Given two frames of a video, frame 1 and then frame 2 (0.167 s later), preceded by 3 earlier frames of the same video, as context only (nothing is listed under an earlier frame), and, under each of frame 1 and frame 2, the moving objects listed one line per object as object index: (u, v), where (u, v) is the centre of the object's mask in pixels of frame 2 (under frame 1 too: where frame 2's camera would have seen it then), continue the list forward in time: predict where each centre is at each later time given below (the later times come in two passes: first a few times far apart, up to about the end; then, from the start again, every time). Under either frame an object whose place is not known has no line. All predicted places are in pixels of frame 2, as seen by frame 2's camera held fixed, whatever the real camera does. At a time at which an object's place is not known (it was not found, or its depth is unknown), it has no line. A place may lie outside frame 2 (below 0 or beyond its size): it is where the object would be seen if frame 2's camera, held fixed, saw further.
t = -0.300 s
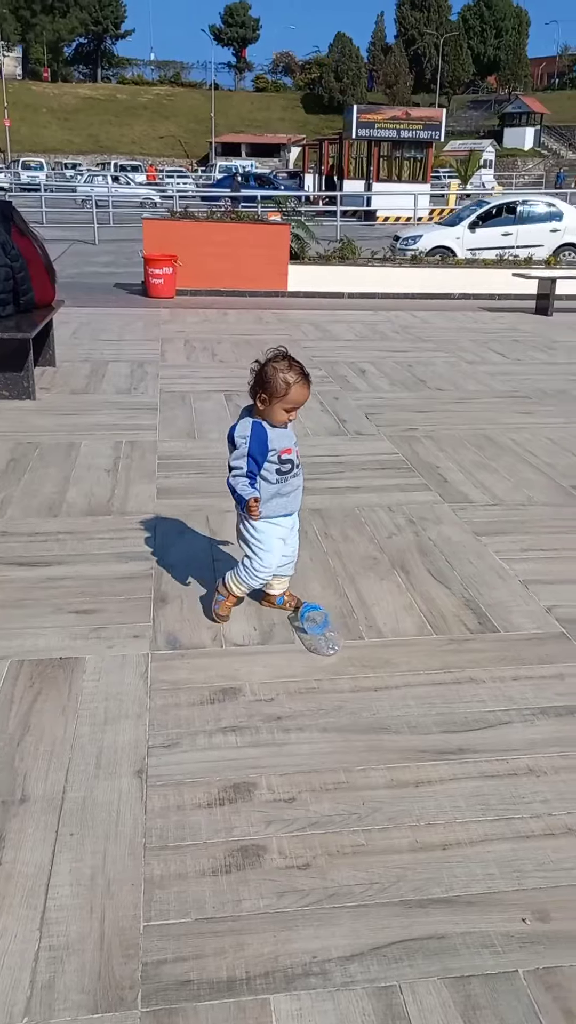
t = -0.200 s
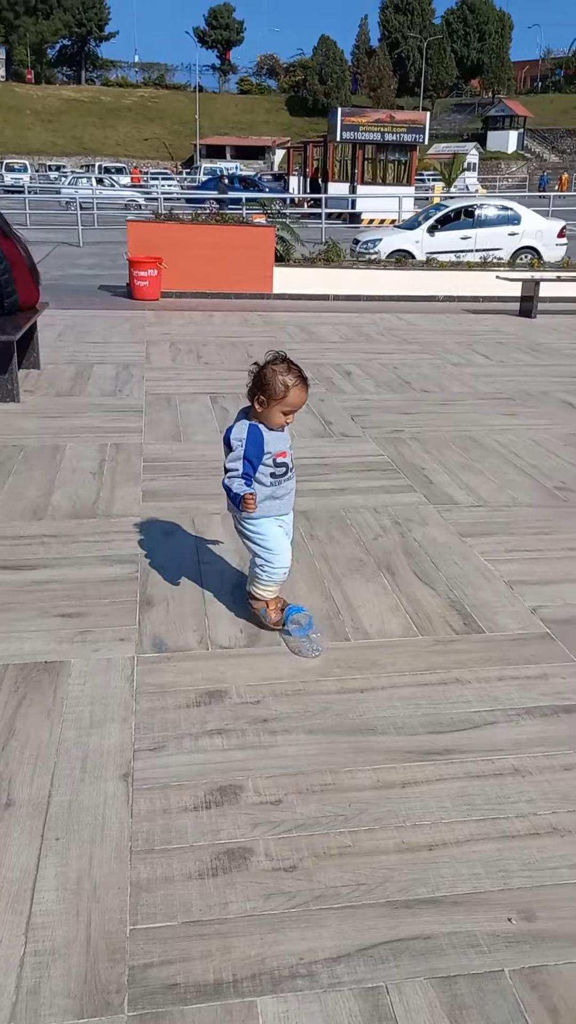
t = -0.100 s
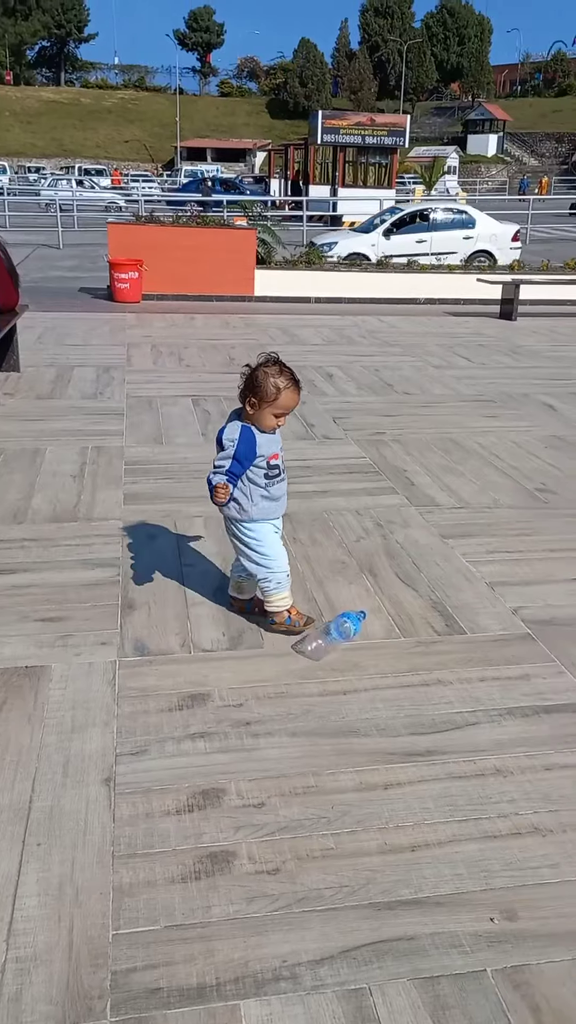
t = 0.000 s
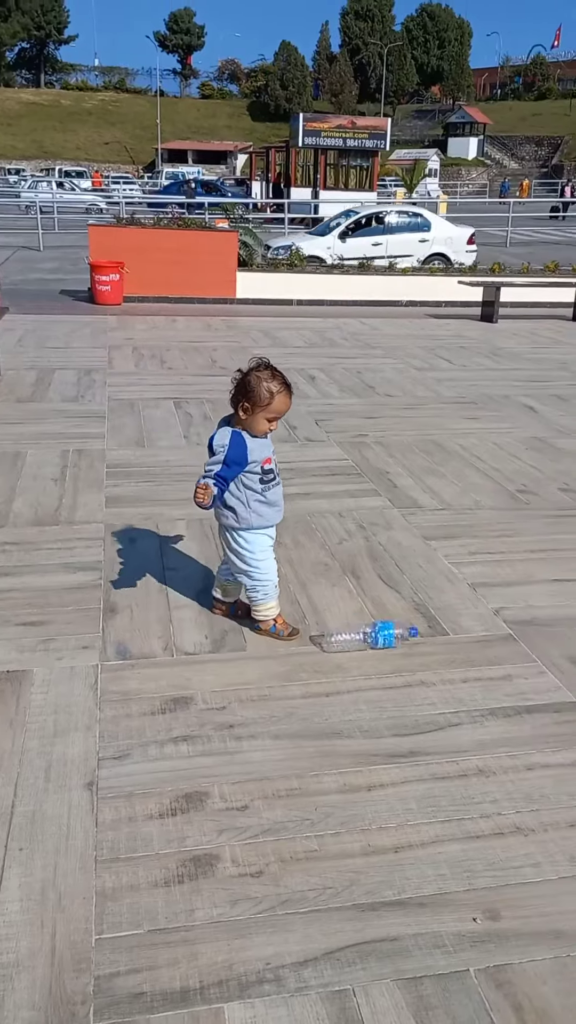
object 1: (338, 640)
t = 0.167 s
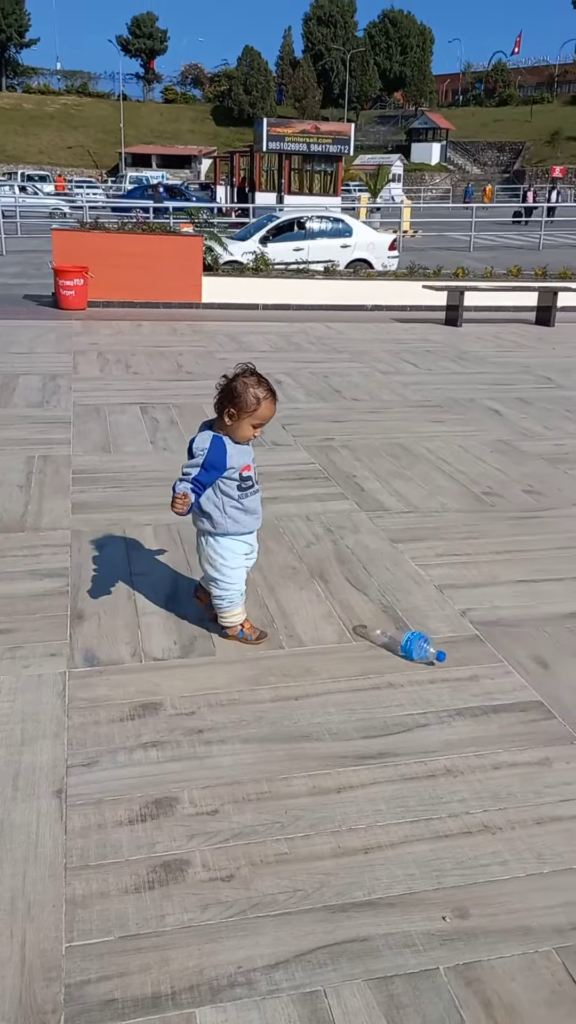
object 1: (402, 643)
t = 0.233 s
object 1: (421, 641)
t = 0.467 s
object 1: (478, 653)
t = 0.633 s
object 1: (501, 659)
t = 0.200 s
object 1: (411, 640)
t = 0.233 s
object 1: (421, 641)
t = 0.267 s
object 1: (431, 646)
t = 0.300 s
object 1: (439, 647)
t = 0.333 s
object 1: (446, 648)
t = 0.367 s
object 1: (454, 649)
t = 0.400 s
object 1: (460, 651)
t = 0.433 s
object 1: (467, 652)
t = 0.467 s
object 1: (478, 653)
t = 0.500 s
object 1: (486, 653)
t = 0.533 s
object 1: (492, 654)
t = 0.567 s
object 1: (495, 656)
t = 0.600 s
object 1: (498, 657)
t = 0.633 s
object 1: (501, 659)
